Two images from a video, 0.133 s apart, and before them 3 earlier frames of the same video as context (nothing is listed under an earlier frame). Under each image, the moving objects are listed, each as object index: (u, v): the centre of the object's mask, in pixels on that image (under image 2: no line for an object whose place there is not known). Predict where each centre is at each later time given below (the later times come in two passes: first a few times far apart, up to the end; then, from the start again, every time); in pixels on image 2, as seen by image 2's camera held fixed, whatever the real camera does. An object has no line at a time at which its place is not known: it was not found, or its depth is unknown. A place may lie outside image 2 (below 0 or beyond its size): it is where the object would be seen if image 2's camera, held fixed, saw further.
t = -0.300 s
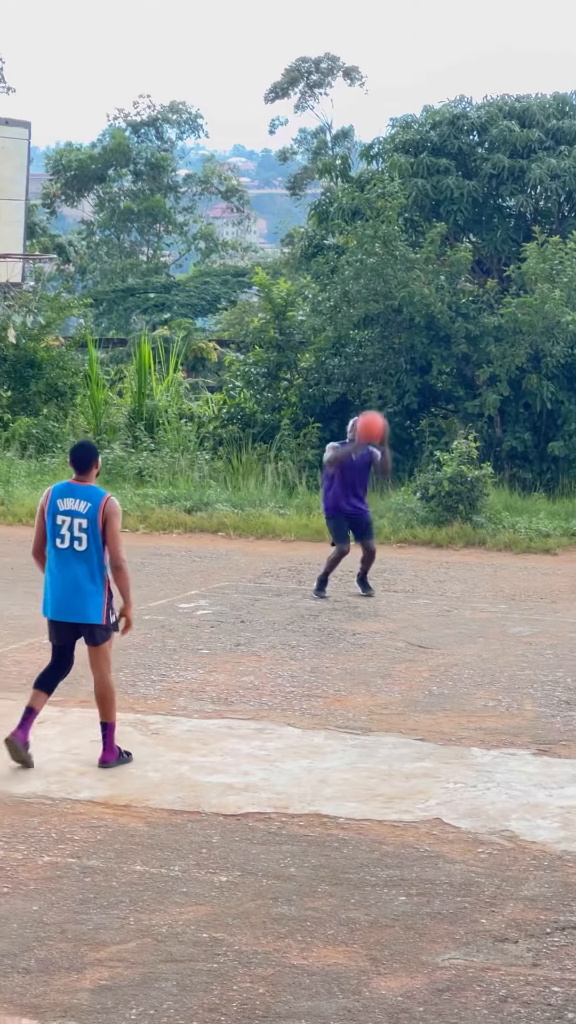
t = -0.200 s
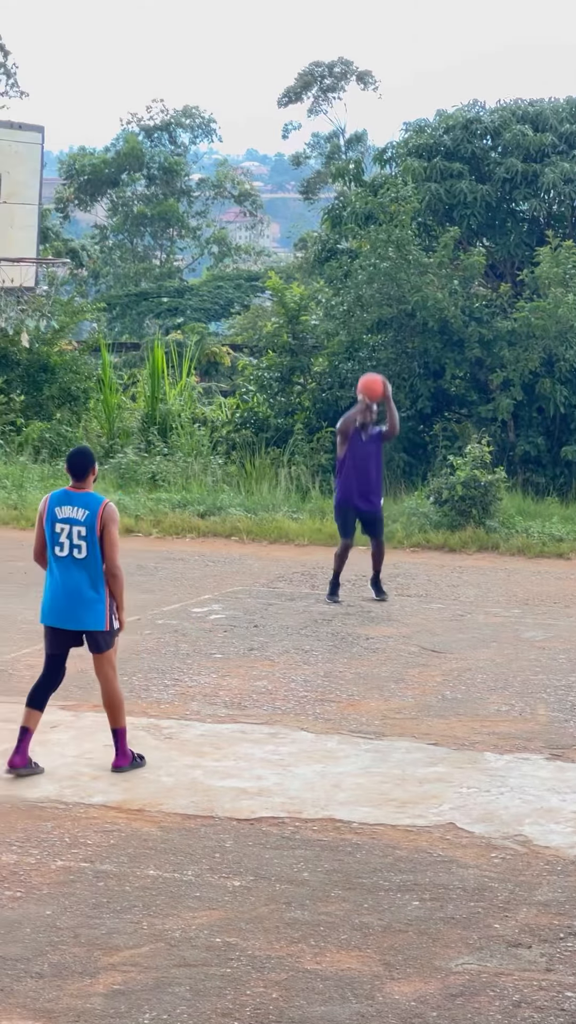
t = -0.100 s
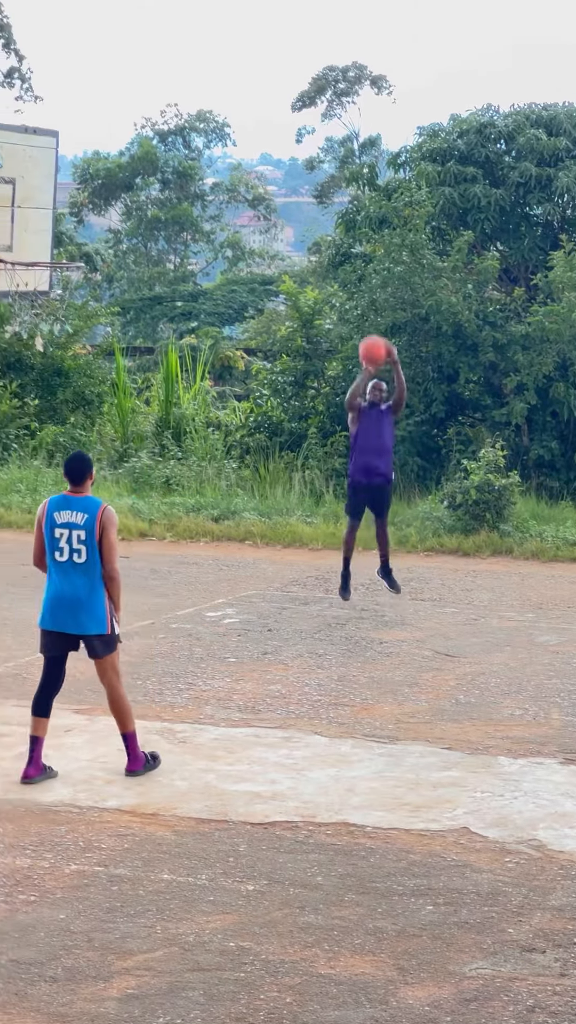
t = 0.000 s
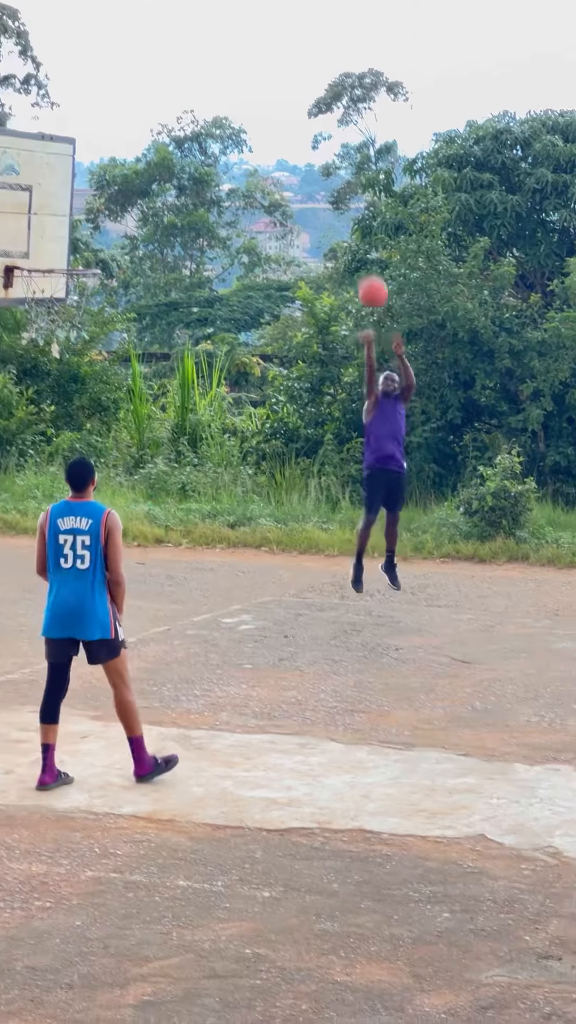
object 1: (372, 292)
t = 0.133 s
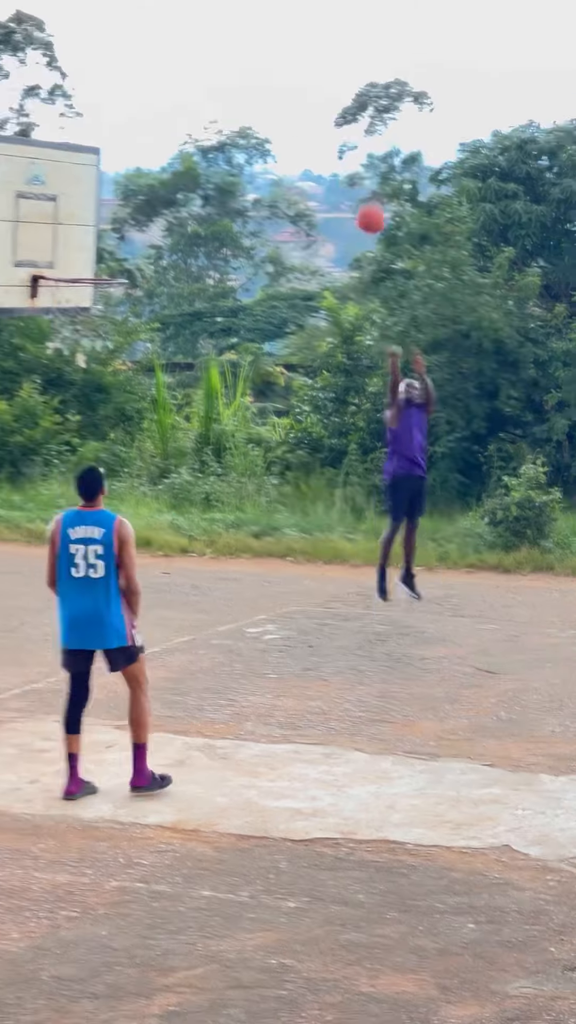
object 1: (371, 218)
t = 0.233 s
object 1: (349, 168)
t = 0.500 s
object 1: (284, 85)
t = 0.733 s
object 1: (220, 86)
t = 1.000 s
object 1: (134, 197)
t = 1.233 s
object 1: (94, 299)
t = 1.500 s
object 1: (130, 325)
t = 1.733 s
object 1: (145, 442)
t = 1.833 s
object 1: (150, 518)
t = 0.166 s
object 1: (364, 202)
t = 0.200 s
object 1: (356, 184)
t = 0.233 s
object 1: (349, 168)
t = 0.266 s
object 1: (341, 153)
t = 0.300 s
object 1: (333, 140)
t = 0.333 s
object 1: (326, 127)
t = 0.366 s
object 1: (318, 116)
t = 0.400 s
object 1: (309, 106)
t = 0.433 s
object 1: (301, 98)
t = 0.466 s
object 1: (293, 91)
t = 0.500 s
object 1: (284, 85)
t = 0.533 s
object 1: (276, 80)
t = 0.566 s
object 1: (266, 77)
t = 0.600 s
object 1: (258, 76)
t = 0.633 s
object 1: (248, 76)
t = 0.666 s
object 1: (239, 77)
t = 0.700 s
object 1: (229, 81)
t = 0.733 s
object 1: (220, 86)
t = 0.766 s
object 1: (209, 93)
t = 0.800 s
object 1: (200, 102)
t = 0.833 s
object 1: (189, 112)
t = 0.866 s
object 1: (179, 125)
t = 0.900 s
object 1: (168, 140)
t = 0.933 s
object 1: (156, 156)
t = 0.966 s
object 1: (144, 178)
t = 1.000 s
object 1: (134, 197)
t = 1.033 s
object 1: (122, 216)
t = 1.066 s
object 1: (110, 245)
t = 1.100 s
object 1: (98, 269)
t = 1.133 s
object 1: (73, 276)
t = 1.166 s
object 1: (75, 286)
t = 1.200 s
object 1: (83, 297)
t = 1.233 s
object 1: (94, 299)
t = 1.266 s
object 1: (105, 297)
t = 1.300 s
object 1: (115, 295)
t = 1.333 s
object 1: (118, 296)
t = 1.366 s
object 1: (120, 297)
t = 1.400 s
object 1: (124, 302)
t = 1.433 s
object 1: (126, 307)
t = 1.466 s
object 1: (128, 315)
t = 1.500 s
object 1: (130, 325)
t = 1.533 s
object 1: (133, 336)
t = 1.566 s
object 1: (134, 349)
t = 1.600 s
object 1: (137, 365)
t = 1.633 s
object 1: (139, 381)
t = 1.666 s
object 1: (140, 401)
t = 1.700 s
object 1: (143, 420)
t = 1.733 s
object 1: (145, 442)
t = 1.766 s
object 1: (147, 465)
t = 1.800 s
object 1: (148, 490)
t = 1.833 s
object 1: (150, 518)
